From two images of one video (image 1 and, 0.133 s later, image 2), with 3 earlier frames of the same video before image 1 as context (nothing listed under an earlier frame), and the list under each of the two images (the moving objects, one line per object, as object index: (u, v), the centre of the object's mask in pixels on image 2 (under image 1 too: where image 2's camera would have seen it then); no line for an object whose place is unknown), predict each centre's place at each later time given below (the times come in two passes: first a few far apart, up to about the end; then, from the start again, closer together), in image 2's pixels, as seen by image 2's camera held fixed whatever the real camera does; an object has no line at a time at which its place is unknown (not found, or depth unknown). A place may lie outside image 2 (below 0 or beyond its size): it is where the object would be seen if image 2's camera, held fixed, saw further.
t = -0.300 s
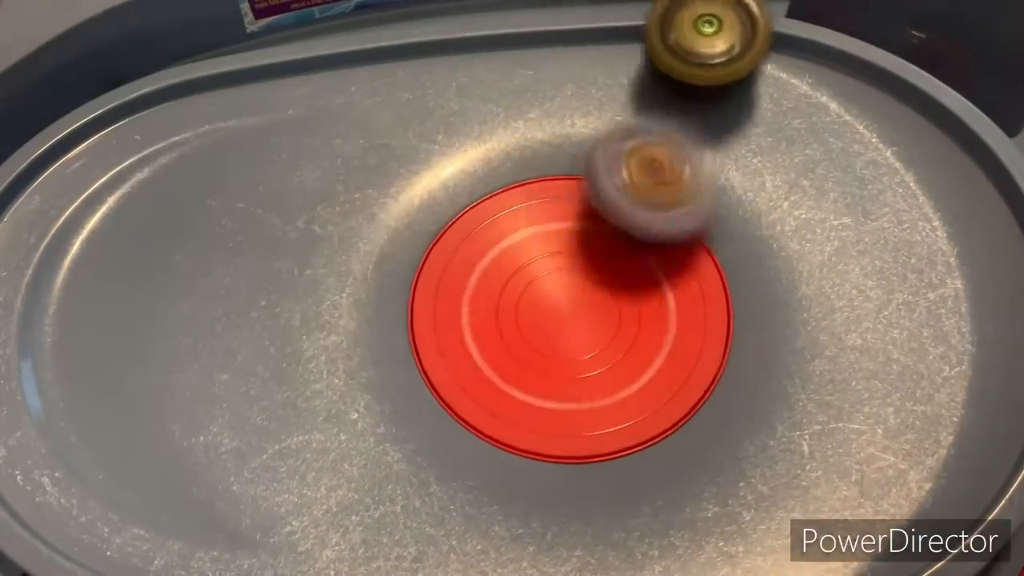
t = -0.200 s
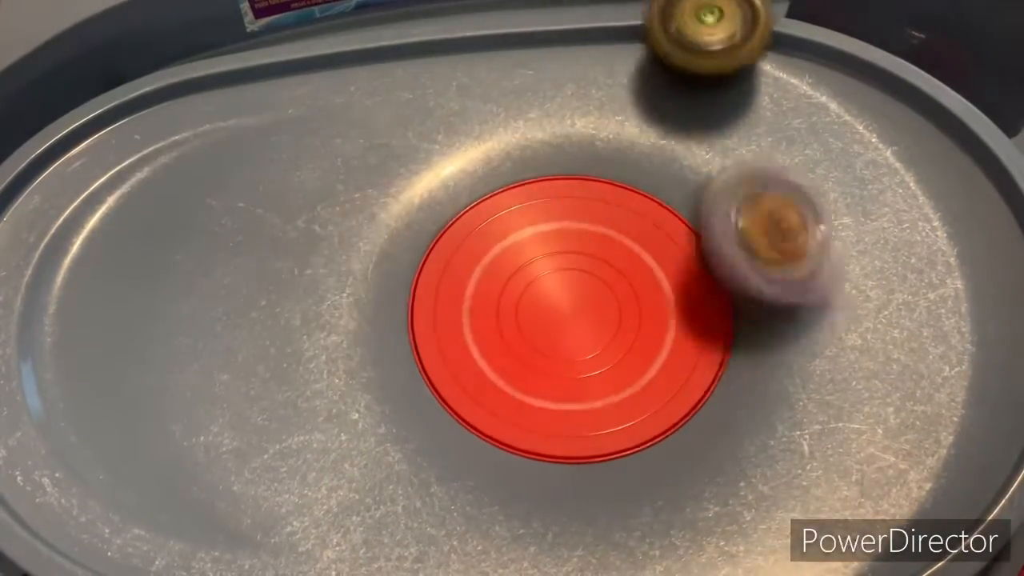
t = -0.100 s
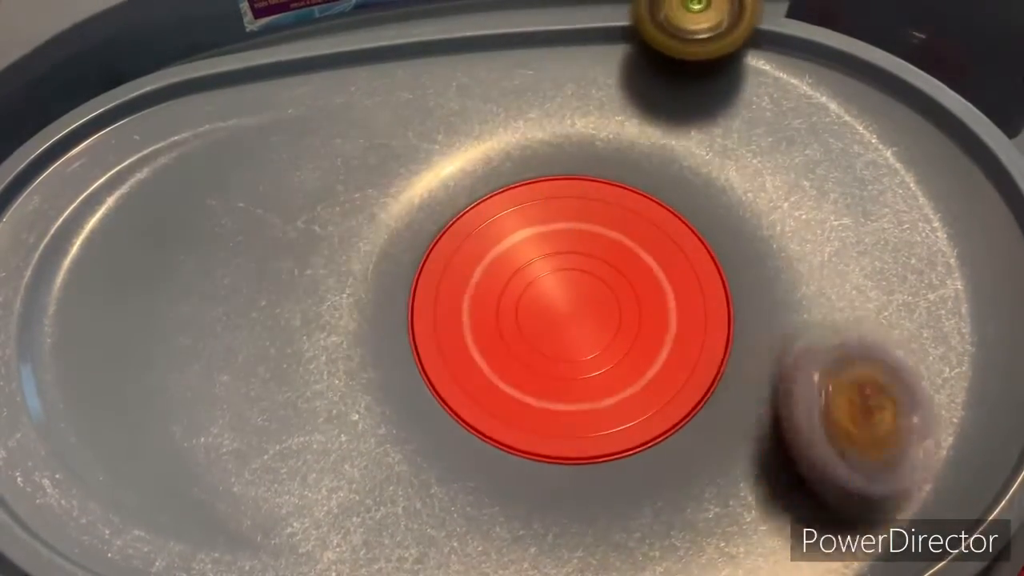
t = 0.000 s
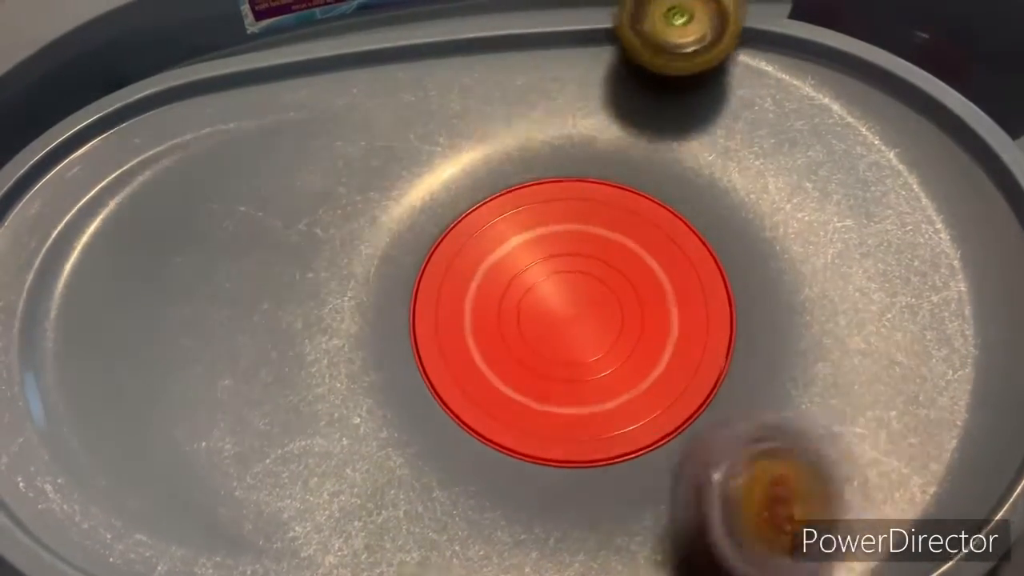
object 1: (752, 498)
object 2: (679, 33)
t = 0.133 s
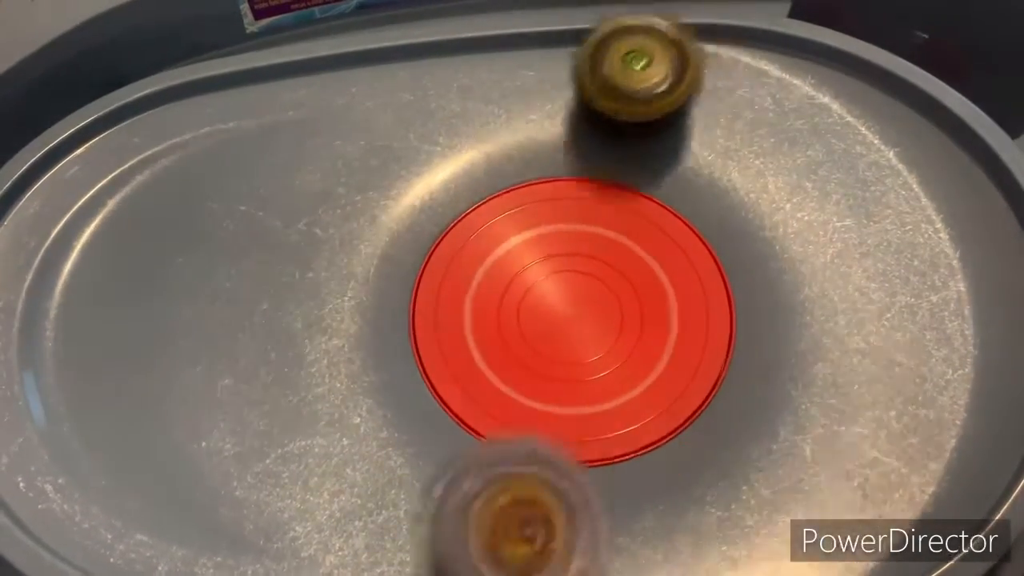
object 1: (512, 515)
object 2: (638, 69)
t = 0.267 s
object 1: (325, 520)
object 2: (544, 161)
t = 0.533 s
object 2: (563, 289)
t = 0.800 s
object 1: (47, 434)
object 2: (378, 252)
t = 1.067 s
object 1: (138, 340)
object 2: (417, 370)
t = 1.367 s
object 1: (345, 259)
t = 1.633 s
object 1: (631, 171)
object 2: (728, 511)
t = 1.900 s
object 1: (849, 224)
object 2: (677, 304)
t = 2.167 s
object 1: (939, 220)
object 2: (360, 207)
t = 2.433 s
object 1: (882, 249)
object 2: (210, 272)
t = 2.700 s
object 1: (724, 329)
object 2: (284, 440)
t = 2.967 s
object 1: (737, 333)
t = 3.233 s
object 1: (583, 279)
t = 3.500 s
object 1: (439, 251)
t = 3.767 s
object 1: (699, 200)
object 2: (400, 311)
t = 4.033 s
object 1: (708, 409)
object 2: (637, 95)
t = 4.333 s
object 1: (443, 436)
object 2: (703, 45)
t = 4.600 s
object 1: (370, 389)
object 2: (705, 47)
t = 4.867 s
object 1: (452, 256)
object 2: (614, 162)
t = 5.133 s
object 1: (574, 217)
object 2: (776, 157)
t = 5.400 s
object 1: (625, 292)
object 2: (950, 237)
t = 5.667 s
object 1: (426, 399)
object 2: (717, 351)
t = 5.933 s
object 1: (465, 238)
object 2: (581, 425)
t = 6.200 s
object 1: (695, 95)
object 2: (437, 349)
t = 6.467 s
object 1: (812, 94)
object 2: (427, 250)
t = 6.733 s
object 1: (847, 132)
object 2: (500, 172)
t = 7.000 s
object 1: (790, 239)
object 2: (609, 158)
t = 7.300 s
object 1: (510, 430)
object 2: (707, 213)
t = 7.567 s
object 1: (367, 340)
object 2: (737, 288)
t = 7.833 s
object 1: (469, 225)
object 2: (728, 360)
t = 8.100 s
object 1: (754, 181)
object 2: (517, 397)
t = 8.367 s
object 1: (834, 250)
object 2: (286, 169)
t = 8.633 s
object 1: (791, 330)
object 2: (227, 98)
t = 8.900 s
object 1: (565, 407)
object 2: (251, 88)
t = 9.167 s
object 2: (345, 86)
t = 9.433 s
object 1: (576, 304)
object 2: (416, 48)
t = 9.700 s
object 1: (577, 336)
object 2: (516, 100)
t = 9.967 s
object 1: (422, 255)
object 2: (675, 290)
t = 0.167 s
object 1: (454, 516)
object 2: (625, 85)
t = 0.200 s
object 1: (403, 515)
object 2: (605, 103)
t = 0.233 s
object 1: (359, 519)
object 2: (578, 129)
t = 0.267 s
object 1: (325, 520)
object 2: (544, 161)
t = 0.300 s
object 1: (296, 523)
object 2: (521, 198)
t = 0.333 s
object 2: (508, 231)
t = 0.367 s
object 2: (509, 259)
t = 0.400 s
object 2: (520, 279)
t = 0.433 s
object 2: (536, 289)
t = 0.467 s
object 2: (547, 289)
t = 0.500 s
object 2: (555, 286)
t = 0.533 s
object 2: (563, 289)
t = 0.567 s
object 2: (567, 301)
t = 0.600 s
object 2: (560, 317)
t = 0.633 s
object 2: (539, 333)
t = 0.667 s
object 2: (508, 341)
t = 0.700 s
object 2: (470, 337)
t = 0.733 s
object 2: (430, 320)
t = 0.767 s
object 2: (395, 286)
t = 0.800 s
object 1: (47, 434)
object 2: (378, 252)
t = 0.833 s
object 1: (48, 418)
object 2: (373, 228)
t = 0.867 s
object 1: (53, 400)
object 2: (371, 213)
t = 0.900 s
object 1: (62, 380)
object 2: (375, 214)
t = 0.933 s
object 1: (72, 360)
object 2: (381, 229)
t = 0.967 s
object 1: (85, 348)
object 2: (388, 255)
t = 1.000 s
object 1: (102, 343)
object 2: (399, 290)
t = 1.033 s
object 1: (120, 342)
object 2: (406, 332)
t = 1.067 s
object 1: (138, 340)
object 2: (417, 370)
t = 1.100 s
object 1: (160, 333)
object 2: (438, 412)
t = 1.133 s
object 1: (181, 323)
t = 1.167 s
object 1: (202, 313)
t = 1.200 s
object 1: (226, 303)
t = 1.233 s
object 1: (251, 294)
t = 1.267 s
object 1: (273, 287)
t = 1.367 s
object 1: (345, 259)
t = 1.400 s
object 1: (369, 249)
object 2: (667, 543)
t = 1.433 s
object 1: (392, 238)
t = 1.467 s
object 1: (423, 230)
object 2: (689, 541)
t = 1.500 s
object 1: (454, 219)
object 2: (702, 536)
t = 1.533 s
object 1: (491, 208)
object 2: (711, 532)
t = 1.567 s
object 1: (530, 192)
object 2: (720, 525)
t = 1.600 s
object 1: (576, 179)
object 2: (724, 519)
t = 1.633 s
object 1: (631, 171)
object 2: (728, 511)
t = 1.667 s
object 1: (685, 170)
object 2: (738, 495)
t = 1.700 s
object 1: (726, 177)
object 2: (741, 474)
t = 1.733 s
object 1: (754, 191)
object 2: (742, 445)
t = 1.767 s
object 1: (778, 204)
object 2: (738, 419)
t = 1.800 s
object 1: (797, 214)
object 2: (734, 382)
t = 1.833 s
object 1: (814, 222)
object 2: (726, 343)
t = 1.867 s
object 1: (832, 224)
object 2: (708, 317)
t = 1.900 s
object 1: (849, 224)
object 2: (677, 304)
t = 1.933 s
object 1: (862, 224)
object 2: (642, 301)
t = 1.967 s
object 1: (875, 223)
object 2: (600, 312)
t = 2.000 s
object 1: (892, 221)
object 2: (549, 322)
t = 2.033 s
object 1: (906, 218)
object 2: (491, 318)
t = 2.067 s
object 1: (918, 218)
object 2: (435, 293)
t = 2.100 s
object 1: (928, 218)
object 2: (396, 258)
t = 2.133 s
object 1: (935, 218)
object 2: (375, 225)
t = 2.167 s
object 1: (939, 220)
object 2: (360, 207)
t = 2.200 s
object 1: (941, 223)
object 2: (345, 196)
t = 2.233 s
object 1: (941, 226)
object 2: (328, 197)
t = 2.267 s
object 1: (938, 229)
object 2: (308, 201)
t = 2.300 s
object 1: (932, 235)
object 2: (289, 213)
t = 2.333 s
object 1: (923, 238)
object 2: (265, 224)
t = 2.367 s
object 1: (909, 242)
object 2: (244, 236)
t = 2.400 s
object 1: (895, 245)
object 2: (226, 253)
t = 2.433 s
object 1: (882, 249)
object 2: (210, 272)
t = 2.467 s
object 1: (867, 254)
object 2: (199, 293)
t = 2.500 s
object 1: (849, 260)
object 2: (190, 314)
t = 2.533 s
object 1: (829, 267)
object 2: (189, 338)
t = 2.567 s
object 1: (811, 275)
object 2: (195, 364)
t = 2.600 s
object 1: (789, 284)
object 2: (207, 386)
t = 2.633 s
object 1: (763, 297)
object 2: (227, 409)
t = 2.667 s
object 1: (742, 314)
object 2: (253, 427)
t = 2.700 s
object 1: (724, 329)
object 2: (284, 440)
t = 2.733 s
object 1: (699, 345)
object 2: (317, 447)
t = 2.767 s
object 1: (665, 368)
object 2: (354, 453)
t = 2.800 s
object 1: (620, 391)
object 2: (388, 454)
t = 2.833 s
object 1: (578, 405)
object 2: (421, 450)
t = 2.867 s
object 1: (623, 393)
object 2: (330, 471)
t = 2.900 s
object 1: (678, 375)
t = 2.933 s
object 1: (713, 361)
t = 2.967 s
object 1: (737, 333)
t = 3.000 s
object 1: (731, 306)
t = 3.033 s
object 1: (718, 286)
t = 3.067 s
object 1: (696, 271)
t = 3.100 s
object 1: (678, 263)
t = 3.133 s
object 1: (651, 260)
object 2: (74, 505)
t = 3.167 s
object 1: (629, 260)
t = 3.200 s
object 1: (606, 267)
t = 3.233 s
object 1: (583, 279)
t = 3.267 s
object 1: (564, 292)
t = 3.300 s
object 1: (545, 300)
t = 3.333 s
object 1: (525, 304)
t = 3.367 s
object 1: (503, 304)
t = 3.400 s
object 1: (479, 296)
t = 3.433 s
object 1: (461, 286)
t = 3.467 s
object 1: (444, 267)
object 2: (188, 446)
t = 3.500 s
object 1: (439, 251)
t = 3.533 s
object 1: (437, 230)
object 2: (228, 409)
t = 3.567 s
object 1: (445, 208)
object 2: (251, 391)
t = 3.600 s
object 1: (472, 200)
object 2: (271, 375)
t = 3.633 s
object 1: (504, 195)
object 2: (292, 357)
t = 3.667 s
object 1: (544, 188)
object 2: (317, 338)
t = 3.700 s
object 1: (592, 186)
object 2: (340, 323)
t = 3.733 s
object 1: (646, 187)
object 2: (367, 312)
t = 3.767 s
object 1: (699, 200)
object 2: (400, 311)
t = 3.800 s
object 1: (740, 220)
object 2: (422, 308)
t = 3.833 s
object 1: (766, 241)
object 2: (429, 294)
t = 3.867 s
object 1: (781, 270)
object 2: (444, 271)
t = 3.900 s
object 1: (788, 299)
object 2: (471, 231)
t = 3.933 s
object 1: (780, 328)
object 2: (507, 185)
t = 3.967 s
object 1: (762, 355)
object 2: (554, 139)
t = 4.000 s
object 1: (736, 382)
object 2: (599, 114)
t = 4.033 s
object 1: (708, 409)
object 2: (637, 95)
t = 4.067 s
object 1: (677, 437)
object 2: (662, 79)
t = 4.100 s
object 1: (641, 459)
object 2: (679, 63)
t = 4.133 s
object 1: (602, 468)
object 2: (689, 46)
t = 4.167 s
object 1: (566, 468)
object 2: (698, 36)
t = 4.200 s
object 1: (534, 467)
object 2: (709, 28)
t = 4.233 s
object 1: (507, 462)
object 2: (705, 36)
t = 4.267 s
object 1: (482, 451)
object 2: (705, 40)
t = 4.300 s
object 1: (459, 442)
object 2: (704, 43)
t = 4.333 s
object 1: (443, 436)
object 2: (703, 45)
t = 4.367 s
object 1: (427, 429)
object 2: (705, 44)
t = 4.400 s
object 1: (412, 421)
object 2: (706, 42)
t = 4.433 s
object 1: (397, 414)
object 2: (710, 39)
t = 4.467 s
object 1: (387, 411)
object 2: (710, 39)
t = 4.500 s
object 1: (380, 406)
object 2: (710, 39)
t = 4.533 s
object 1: (373, 402)
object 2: (709, 39)
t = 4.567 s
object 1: (369, 395)
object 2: (708, 42)
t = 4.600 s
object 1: (370, 389)
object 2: (705, 47)
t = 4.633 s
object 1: (372, 381)
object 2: (701, 53)
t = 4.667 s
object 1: (376, 368)
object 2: (697, 64)
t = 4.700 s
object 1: (382, 351)
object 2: (693, 78)
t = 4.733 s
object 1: (392, 338)
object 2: (685, 94)
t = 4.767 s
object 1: (405, 321)
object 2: (676, 109)
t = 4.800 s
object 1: (417, 302)
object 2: (661, 126)
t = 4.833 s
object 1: (433, 284)
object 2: (640, 145)
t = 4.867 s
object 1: (452, 256)
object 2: (614, 162)
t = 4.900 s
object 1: (463, 236)
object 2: (618, 170)
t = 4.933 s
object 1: (443, 229)
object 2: (665, 162)
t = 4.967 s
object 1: (440, 226)
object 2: (697, 161)
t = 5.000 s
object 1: (452, 230)
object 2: (716, 159)
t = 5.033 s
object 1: (475, 230)
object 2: (730, 156)
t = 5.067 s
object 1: (503, 227)
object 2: (741, 154)
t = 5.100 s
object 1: (533, 218)
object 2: (759, 154)
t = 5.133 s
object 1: (574, 217)
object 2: (776, 157)
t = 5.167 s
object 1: (618, 211)
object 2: (793, 163)
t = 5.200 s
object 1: (661, 208)
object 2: (811, 170)
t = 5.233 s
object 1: (664, 210)
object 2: (866, 179)
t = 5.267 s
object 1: (658, 215)
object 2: (932, 184)
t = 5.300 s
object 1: (650, 223)
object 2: (962, 185)
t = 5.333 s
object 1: (642, 248)
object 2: (971, 196)
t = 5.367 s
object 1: (632, 266)
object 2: (967, 219)
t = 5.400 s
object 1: (625, 292)
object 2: (950, 237)
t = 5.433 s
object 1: (615, 320)
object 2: (928, 252)
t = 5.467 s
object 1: (597, 355)
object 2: (902, 272)
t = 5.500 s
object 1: (566, 390)
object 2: (876, 290)
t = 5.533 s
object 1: (530, 411)
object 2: (848, 306)
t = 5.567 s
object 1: (489, 420)
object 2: (819, 322)
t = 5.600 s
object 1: (459, 416)
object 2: (787, 335)
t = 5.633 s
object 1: (439, 409)
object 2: (755, 345)
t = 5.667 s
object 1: (426, 399)
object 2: (717, 351)
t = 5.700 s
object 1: (420, 385)
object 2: (704, 359)
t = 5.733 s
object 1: (417, 372)
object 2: (699, 377)
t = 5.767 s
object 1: (417, 355)
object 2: (686, 383)
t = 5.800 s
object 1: (421, 336)
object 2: (672, 390)
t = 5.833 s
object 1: (425, 321)
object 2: (653, 406)
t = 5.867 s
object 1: (433, 300)
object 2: (631, 416)
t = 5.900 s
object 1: (446, 270)
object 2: (607, 420)
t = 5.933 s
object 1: (465, 238)
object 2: (581, 425)
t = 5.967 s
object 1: (488, 202)
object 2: (560, 420)
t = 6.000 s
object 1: (516, 170)
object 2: (534, 422)
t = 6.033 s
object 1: (550, 136)
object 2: (513, 412)
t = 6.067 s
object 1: (589, 113)
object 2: (497, 400)
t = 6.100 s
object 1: (624, 99)
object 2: (472, 391)
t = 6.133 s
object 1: (650, 94)
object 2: (455, 377)
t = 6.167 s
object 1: (677, 93)
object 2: (444, 362)
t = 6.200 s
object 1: (695, 95)
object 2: (437, 349)
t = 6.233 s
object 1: (714, 97)
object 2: (433, 335)
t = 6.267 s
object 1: (729, 97)
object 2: (429, 325)
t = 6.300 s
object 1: (746, 98)
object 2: (423, 309)
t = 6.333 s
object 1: (759, 97)
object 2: (423, 296)
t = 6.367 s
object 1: (776, 98)
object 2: (423, 284)
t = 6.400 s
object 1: (788, 96)
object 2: (422, 272)
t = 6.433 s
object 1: (801, 96)
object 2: (424, 261)
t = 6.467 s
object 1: (812, 94)
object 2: (427, 250)
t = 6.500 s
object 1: (827, 92)
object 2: (433, 236)
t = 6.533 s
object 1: (837, 88)
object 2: (438, 225)
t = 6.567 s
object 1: (848, 88)
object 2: (444, 215)
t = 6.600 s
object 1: (859, 89)
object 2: (453, 204)
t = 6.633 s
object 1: (858, 101)
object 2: (464, 192)
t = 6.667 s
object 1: (857, 110)
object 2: (477, 184)
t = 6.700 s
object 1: (850, 121)
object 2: (488, 179)
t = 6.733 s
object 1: (847, 132)
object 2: (500, 172)
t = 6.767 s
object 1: (840, 140)
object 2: (515, 162)
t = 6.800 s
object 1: (832, 155)
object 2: (531, 155)
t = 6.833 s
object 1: (825, 168)
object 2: (544, 153)
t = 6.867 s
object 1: (815, 178)
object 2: (554, 151)
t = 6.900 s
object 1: (809, 196)
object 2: (563, 153)
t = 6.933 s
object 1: (800, 207)
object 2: (575, 153)
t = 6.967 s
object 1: (793, 226)
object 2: (592, 155)
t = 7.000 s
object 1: (790, 239)
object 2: (609, 158)
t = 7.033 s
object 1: (773, 261)
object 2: (626, 161)
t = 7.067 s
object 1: (757, 283)
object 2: (641, 165)
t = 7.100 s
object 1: (742, 300)
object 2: (663, 171)
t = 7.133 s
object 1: (722, 323)
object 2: (677, 180)
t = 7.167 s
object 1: (697, 348)
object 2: (684, 188)
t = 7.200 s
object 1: (662, 375)
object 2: (687, 194)
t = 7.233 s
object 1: (621, 407)
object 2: (701, 201)
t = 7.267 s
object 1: (569, 428)
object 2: (703, 210)
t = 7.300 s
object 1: (510, 430)
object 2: (707, 213)
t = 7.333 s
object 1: (464, 421)
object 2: (726, 222)
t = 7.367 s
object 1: (427, 410)
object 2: (730, 234)
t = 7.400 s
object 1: (398, 396)
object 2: (721, 243)
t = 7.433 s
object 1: (383, 385)
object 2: (735, 251)
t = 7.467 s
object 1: (373, 373)
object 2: (749, 263)
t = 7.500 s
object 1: (367, 363)
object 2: (749, 271)
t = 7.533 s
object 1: (366, 355)
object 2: (730, 280)
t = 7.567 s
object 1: (367, 340)
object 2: (737, 288)
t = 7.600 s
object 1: (371, 327)
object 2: (747, 298)
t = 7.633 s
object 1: (377, 316)
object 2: (738, 304)
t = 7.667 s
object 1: (382, 298)
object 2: (731, 307)
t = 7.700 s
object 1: (394, 287)
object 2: (742, 320)
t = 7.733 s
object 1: (406, 272)
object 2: (742, 335)
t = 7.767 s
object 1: (419, 261)
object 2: (729, 340)
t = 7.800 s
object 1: (443, 248)
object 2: (726, 349)
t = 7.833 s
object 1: (469, 225)
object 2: (728, 360)
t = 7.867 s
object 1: (502, 202)
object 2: (716, 366)
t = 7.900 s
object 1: (538, 180)
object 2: (709, 381)
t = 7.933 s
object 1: (583, 157)
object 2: (696, 394)
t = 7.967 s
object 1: (633, 146)
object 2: (683, 403)
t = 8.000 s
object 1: (675, 147)
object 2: (660, 405)
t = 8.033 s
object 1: (707, 153)
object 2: (631, 407)
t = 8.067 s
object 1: (735, 169)
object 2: (576, 408)
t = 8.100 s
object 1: (754, 181)
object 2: (517, 397)
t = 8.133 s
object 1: (768, 187)
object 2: (433, 372)
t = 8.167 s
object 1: (782, 202)
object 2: (378, 317)
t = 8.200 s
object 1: (793, 208)
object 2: (345, 269)
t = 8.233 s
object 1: (800, 214)
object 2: (326, 230)
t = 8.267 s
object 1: (812, 226)
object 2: (313, 201)
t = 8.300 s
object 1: (822, 235)
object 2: (306, 186)
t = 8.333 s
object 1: (827, 238)
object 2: (297, 176)
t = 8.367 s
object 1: (834, 250)
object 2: (286, 169)
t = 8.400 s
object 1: (838, 261)
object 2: (270, 161)
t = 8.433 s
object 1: (838, 268)
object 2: (258, 155)
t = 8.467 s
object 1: (837, 280)
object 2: (247, 149)
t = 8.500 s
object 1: (831, 286)
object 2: (237, 140)
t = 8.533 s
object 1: (824, 299)
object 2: (227, 132)
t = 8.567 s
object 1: (813, 309)
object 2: (226, 123)
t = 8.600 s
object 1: (803, 322)
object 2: (225, 112)
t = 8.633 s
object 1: (791, 330)
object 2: (227, 98)
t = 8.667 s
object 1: (776, 344)
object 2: (233, 89)
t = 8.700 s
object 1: (758, 357)
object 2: (232, 87)
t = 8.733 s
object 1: (735, 365)
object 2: (229, 83)
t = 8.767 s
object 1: (718, 377)
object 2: (227, 81)
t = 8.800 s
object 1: (691, 387)
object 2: (232, 79)
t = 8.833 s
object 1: (656, 393)
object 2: (241, 79)
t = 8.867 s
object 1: (615, 403)
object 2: (247, 81)
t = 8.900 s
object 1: (565, 407)
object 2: (251, 88)
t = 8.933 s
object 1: (506, 403)
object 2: (261, 93)
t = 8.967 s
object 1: (453, 390)
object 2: (274, 93)
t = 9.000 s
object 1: (412, 356)
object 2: (291, 102)
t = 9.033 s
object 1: (388, 324)
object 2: (307, 110)
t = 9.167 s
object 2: (345, 86)
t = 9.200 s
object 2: (349, 72)
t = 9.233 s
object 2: (357, 59)
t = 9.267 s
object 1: (480, 340)
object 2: (363, 51)
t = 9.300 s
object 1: (504, 342)
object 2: (374, 46)
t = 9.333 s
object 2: (384, 45)
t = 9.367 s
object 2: (390, 48)
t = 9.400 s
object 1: (566, 314)
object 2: (401, 47)
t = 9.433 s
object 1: (576, 304)
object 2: (416, 48)
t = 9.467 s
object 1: (583, 296)
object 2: (428, 47)
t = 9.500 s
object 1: (588, 291)
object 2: (443, 50)
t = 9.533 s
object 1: (592, 291)
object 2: (459, 54)
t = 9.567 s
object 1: (597, 298)
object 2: (471, 59)
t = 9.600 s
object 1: (600, 304)
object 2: (483, 66)
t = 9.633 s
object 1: (600, 313)
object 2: (496, 75)
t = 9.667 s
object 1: (591, 324)
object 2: (506, 87)
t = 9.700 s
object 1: (577, 336)
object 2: (516, 100)
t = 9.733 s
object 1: (558, 346)
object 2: (520, 114)
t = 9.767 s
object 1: (536, 350)
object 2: (525, 133)
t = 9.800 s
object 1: (510, 347)
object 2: (525, 158)
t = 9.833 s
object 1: (485, 336)
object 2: (527, 177)
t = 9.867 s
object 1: (461, 322)
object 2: (544, 196)
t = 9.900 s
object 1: (439, 296)
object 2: (578, 223)
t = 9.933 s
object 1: (425, 279)
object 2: (625, 249)
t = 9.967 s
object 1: (422, 255)
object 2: (675, 290)
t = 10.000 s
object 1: (428, 234)
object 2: (723, 353)
